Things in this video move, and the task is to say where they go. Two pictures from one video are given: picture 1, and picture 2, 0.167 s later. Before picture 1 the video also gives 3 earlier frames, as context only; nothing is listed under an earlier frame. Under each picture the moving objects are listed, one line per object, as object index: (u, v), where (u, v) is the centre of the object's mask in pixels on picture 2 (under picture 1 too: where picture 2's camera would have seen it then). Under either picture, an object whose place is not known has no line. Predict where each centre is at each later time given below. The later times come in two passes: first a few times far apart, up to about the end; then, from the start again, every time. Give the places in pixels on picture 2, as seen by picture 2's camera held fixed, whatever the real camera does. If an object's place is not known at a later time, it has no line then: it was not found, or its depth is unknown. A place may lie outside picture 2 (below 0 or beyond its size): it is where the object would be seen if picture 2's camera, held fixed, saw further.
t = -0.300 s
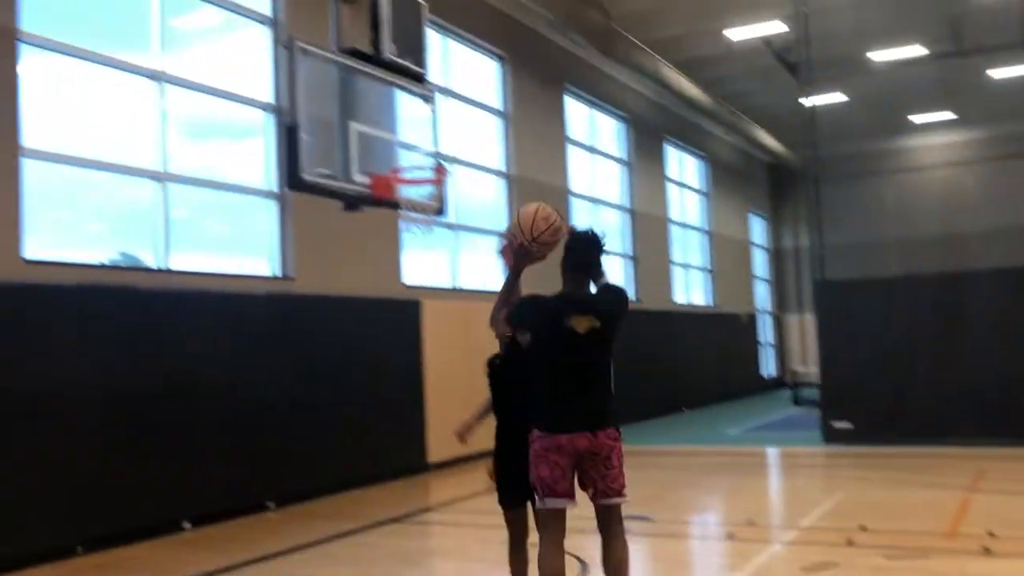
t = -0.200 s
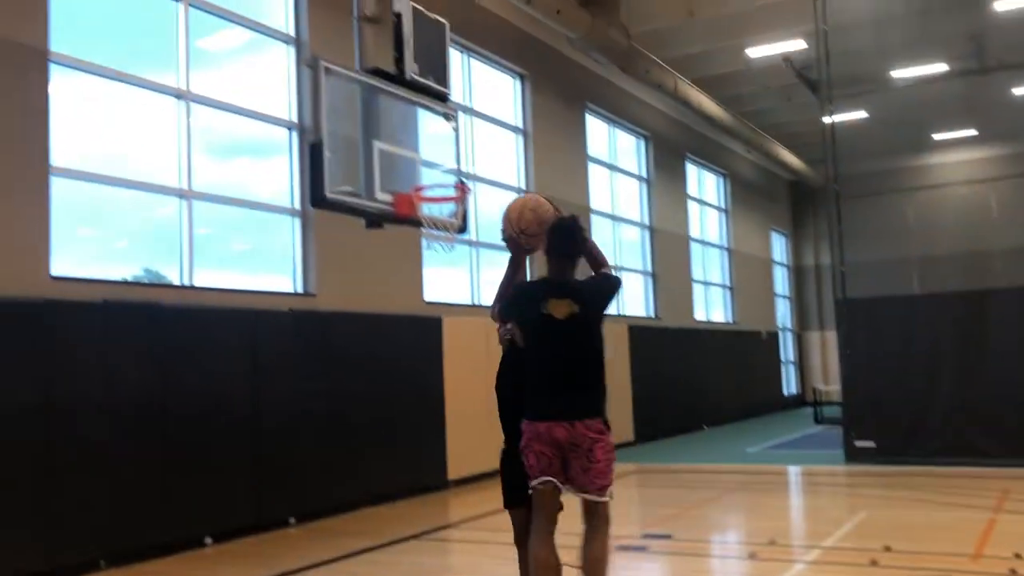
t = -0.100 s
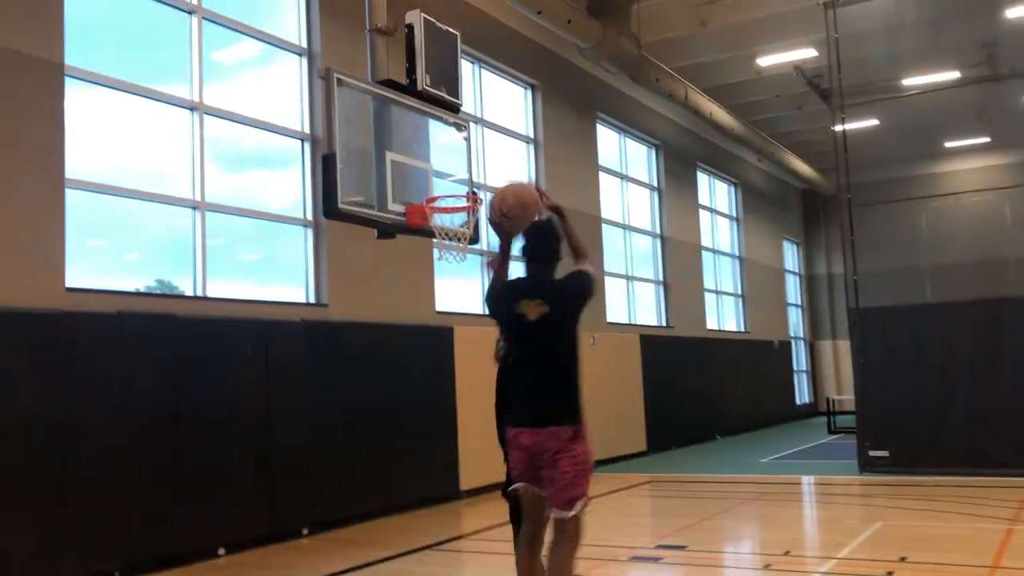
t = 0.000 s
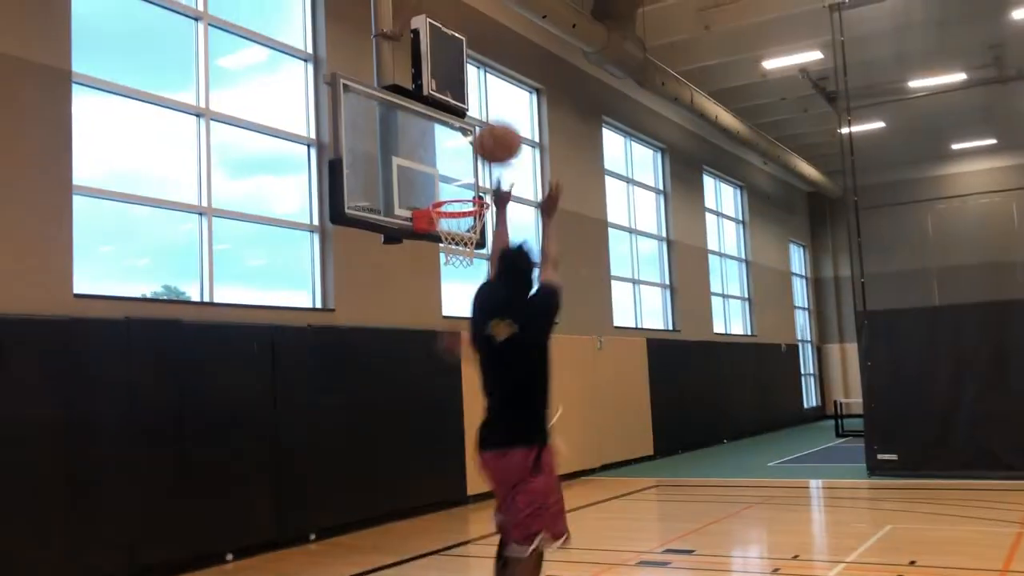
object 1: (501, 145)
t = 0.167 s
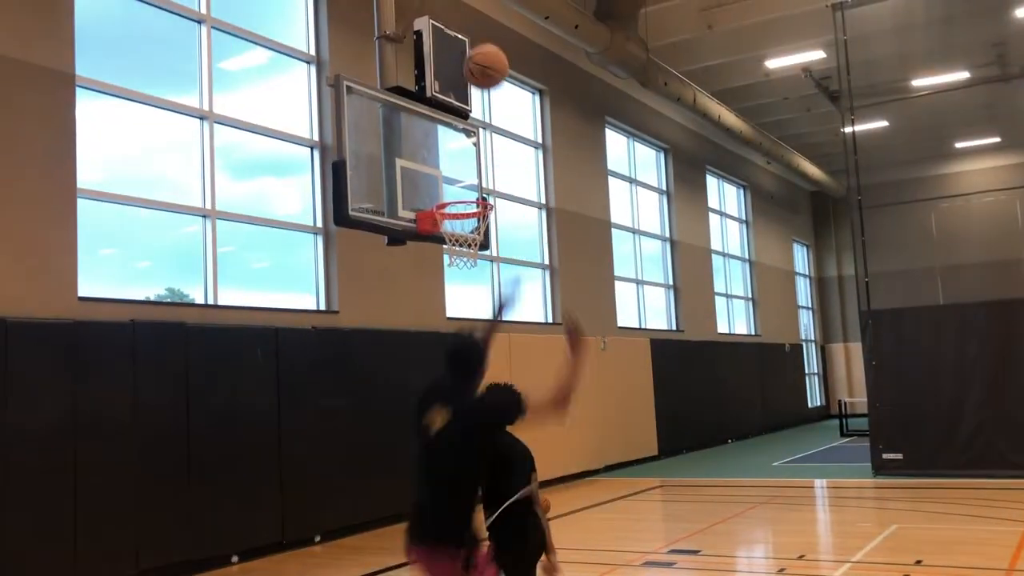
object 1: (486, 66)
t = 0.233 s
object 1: (482, 55)
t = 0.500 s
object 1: (471, 79)
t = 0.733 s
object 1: (469, 169)
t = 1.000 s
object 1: (454, 181)
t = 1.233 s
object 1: (443, 164)
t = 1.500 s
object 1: (435, 231)
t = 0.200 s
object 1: (484, 59)
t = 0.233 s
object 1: (482, 55)
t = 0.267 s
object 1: (480, 52)
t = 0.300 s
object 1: (478, 52)
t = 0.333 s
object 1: (477, 53)
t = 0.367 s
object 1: (476, 55)
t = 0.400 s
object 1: (474, 59)
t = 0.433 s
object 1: (473, 64)
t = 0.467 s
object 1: (472, 71)
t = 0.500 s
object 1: (471, 79)
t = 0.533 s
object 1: (470, 90)
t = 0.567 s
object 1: (469, 100)
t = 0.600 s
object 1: (470, 112)
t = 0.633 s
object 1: (469, 125)
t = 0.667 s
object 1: (469, 138)
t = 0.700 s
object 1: (469, 153)
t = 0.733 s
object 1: (469, 169)
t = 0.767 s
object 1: (469, 185)
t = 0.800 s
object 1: (467, 188)
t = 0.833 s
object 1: (465, 191)
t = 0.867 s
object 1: (462, 195)
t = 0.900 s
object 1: (459, 196)
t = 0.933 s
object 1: (457, 196)
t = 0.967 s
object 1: (455, 188)
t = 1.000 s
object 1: (454, 181)
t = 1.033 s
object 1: (452, 174)
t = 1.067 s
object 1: (450, 169)
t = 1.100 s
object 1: (449, 166)
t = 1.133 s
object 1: (448, 163)
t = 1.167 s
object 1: (446, 162)
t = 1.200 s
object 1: (445, 162)
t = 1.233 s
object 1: (443, 164)
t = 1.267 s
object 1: (442, 167)
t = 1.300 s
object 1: (441, 171)
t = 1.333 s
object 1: (440, 177)
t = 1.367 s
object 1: (438, 185)
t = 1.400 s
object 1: (437, 193)
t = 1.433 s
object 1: (437, 204)
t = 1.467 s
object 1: (436, 218)
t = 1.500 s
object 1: (435, 231)
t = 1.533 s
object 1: (434, 247)
